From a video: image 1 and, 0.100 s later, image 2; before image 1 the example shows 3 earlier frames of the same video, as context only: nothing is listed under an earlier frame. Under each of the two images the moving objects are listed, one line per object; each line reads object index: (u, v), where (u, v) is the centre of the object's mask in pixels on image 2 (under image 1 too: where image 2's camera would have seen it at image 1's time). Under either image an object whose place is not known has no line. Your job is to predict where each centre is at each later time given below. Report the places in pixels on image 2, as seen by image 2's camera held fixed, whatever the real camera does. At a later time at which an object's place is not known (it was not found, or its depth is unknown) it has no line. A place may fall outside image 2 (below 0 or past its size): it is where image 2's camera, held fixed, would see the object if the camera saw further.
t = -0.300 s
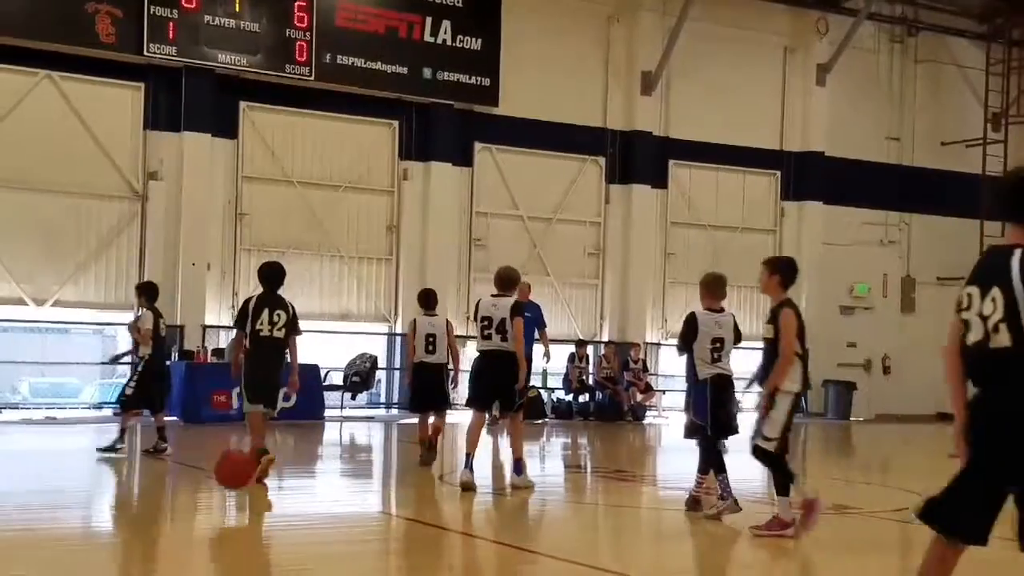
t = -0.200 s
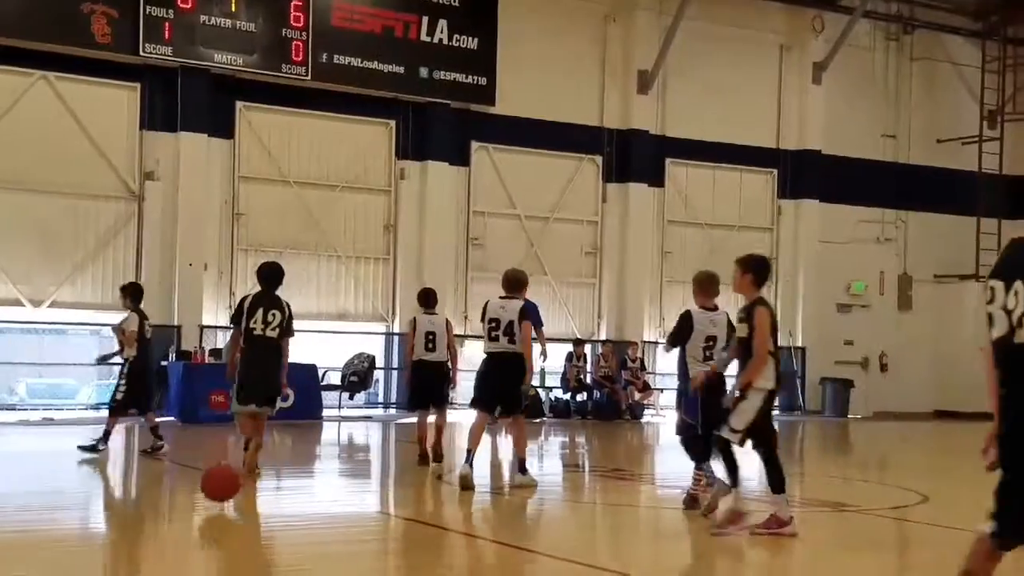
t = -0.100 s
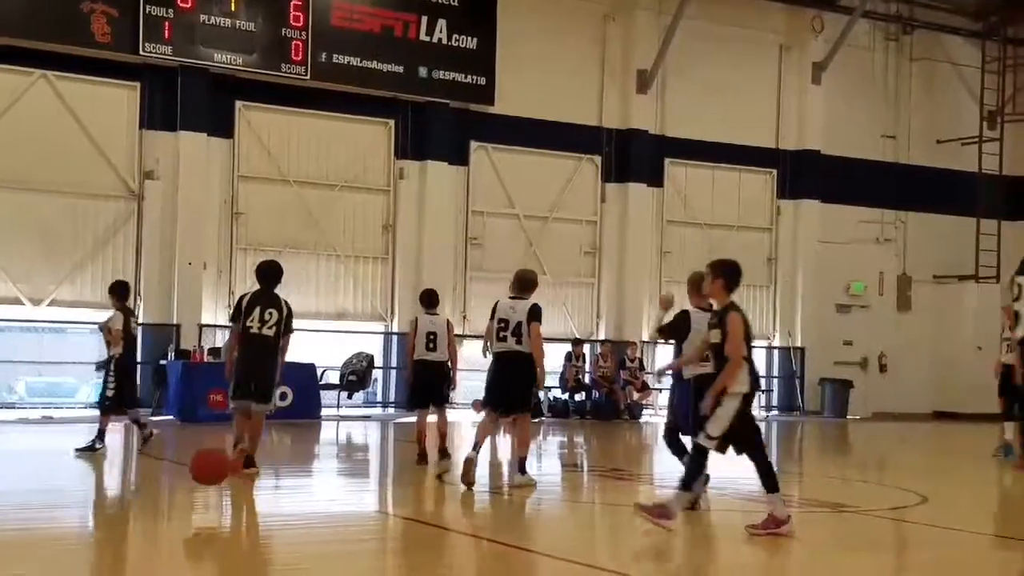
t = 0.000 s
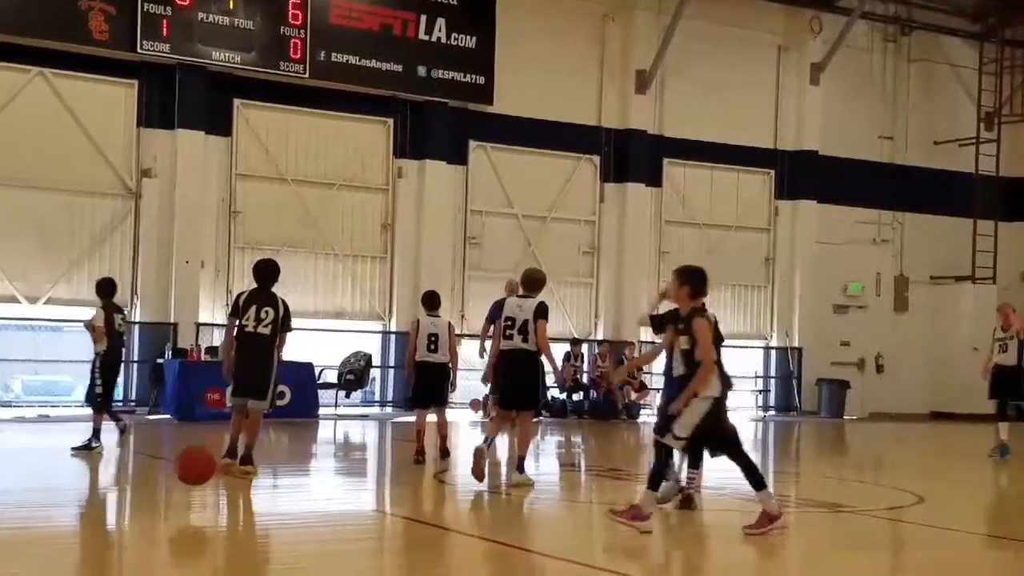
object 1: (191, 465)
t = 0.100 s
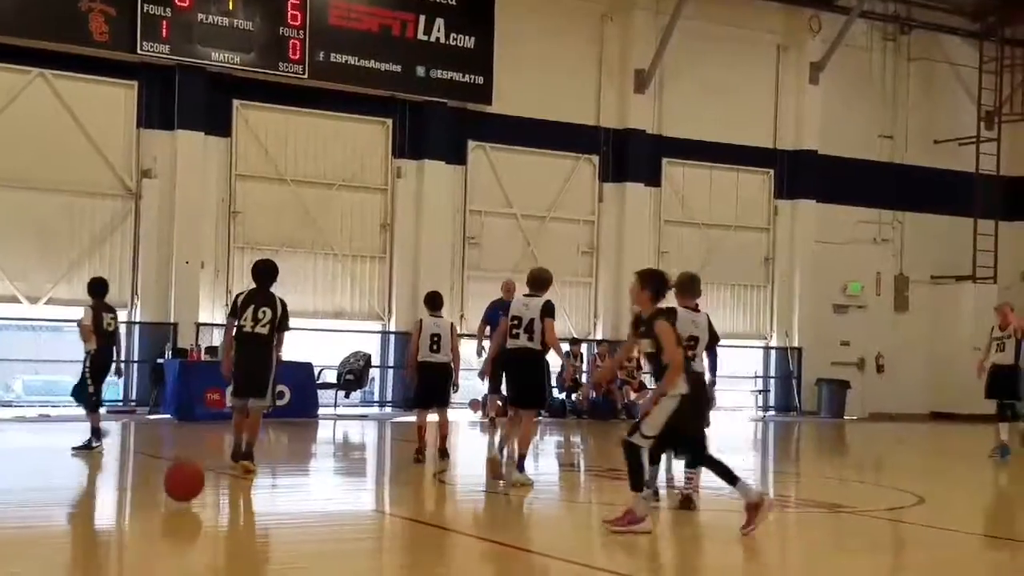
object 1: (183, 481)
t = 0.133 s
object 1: (180, 482)
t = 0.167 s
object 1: (175, 478)
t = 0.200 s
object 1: (172, 473)
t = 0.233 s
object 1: (167, 470)
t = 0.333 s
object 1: (155, 474)
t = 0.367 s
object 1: (152, 478)
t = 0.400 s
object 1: (149, 484)
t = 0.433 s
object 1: (146, 482)
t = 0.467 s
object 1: (143, 478)
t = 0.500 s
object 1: (139, 475)
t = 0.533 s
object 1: (134, 473)
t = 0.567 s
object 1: (130, 474)
